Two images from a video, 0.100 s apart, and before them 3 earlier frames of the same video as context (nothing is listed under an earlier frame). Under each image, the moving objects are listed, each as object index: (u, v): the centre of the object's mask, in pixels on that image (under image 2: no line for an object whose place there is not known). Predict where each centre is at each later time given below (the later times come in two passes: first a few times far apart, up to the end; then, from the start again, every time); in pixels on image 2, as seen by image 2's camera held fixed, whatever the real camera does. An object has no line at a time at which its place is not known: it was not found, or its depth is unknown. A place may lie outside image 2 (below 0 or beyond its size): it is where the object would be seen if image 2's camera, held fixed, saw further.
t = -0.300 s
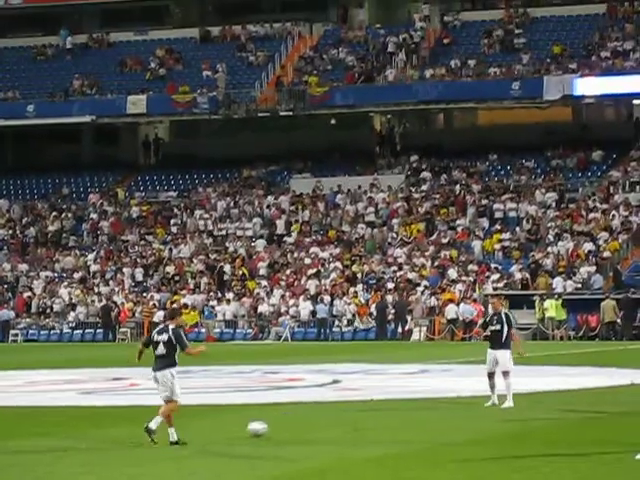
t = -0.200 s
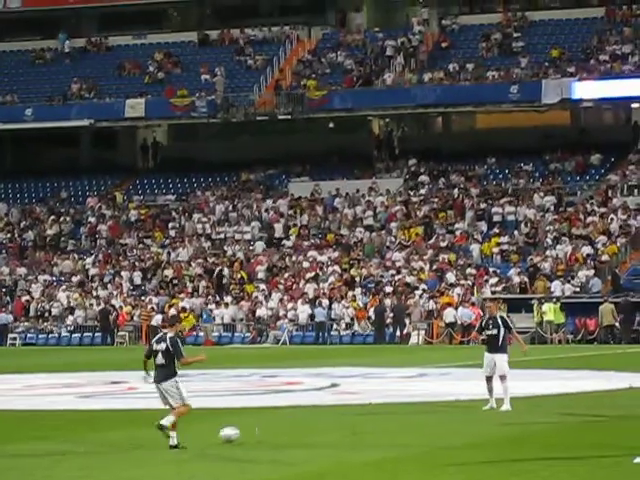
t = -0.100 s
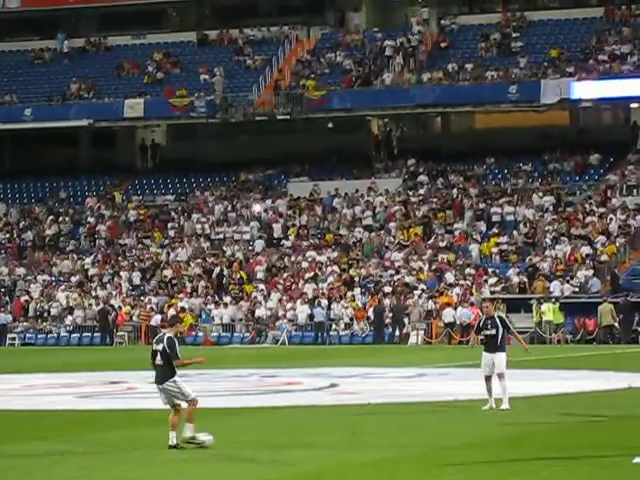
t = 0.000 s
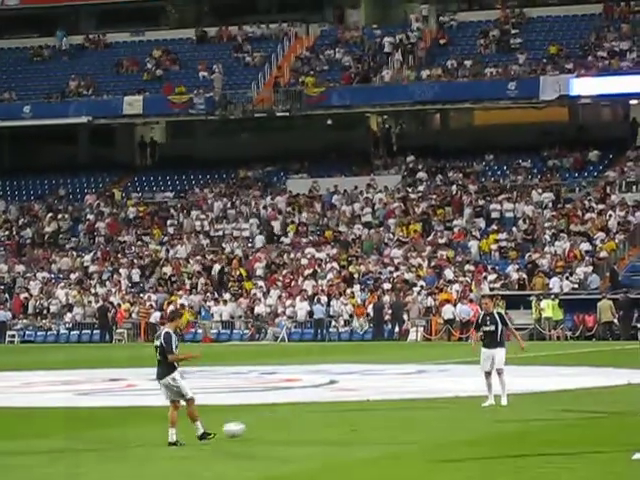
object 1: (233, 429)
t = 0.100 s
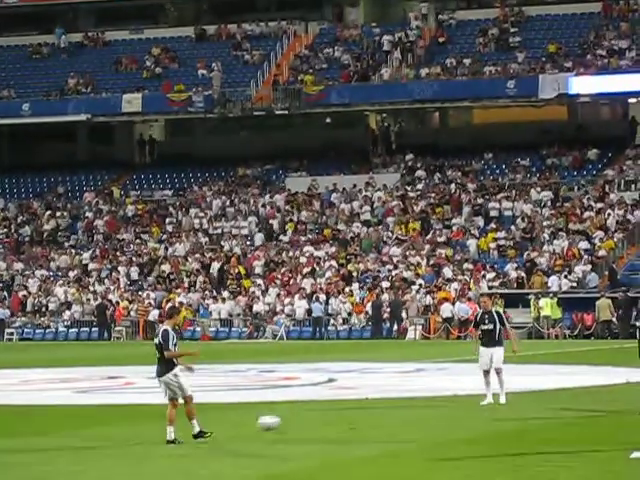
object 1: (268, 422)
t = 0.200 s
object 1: (304, 420)
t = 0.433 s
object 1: (371, 411)
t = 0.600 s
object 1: (408, 406)
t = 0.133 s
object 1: (280, 422)
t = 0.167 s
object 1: (292, 422)
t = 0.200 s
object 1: (304, 420)
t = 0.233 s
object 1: (314, 418)
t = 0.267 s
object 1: (324, 416)
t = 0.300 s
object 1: (333, 415)
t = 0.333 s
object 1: (343, 415)
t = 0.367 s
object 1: (354, 414)
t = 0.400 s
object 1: (362, 412)
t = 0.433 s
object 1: (371, 411)
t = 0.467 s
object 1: (379, 410)
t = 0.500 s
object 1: (387, 409)
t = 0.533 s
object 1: (394, 409)
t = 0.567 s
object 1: (402, 408)
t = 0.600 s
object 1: (408, 406)
